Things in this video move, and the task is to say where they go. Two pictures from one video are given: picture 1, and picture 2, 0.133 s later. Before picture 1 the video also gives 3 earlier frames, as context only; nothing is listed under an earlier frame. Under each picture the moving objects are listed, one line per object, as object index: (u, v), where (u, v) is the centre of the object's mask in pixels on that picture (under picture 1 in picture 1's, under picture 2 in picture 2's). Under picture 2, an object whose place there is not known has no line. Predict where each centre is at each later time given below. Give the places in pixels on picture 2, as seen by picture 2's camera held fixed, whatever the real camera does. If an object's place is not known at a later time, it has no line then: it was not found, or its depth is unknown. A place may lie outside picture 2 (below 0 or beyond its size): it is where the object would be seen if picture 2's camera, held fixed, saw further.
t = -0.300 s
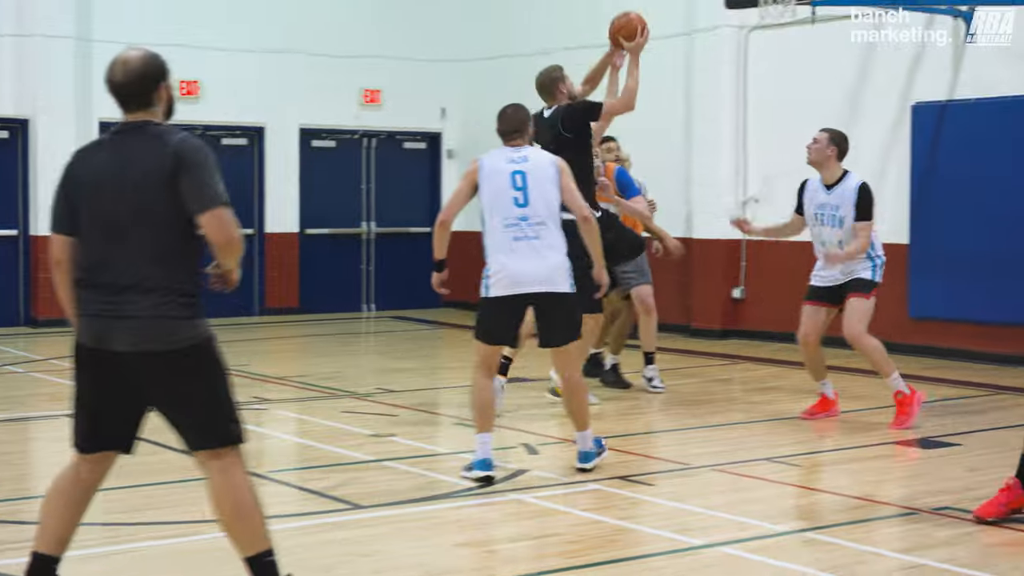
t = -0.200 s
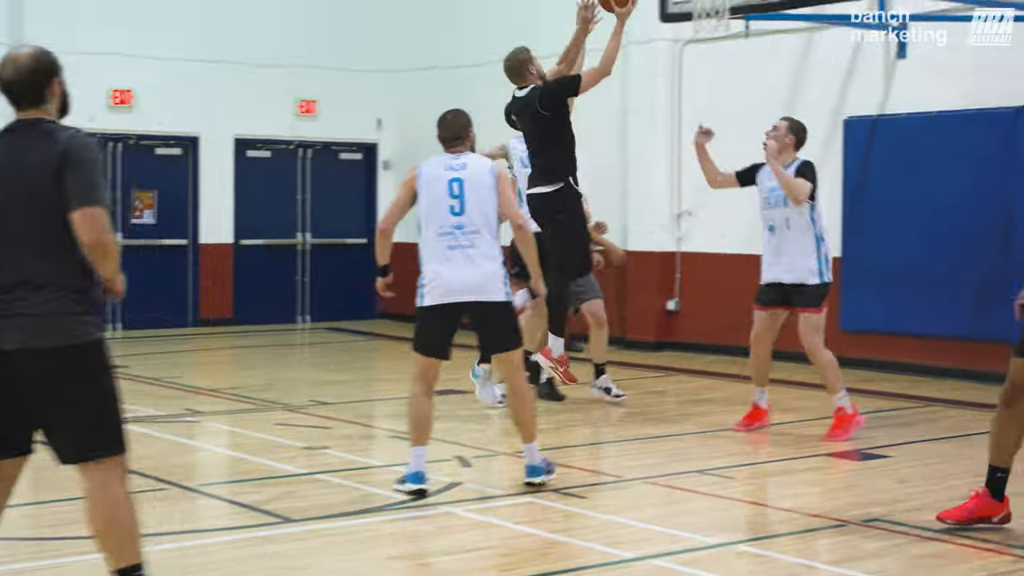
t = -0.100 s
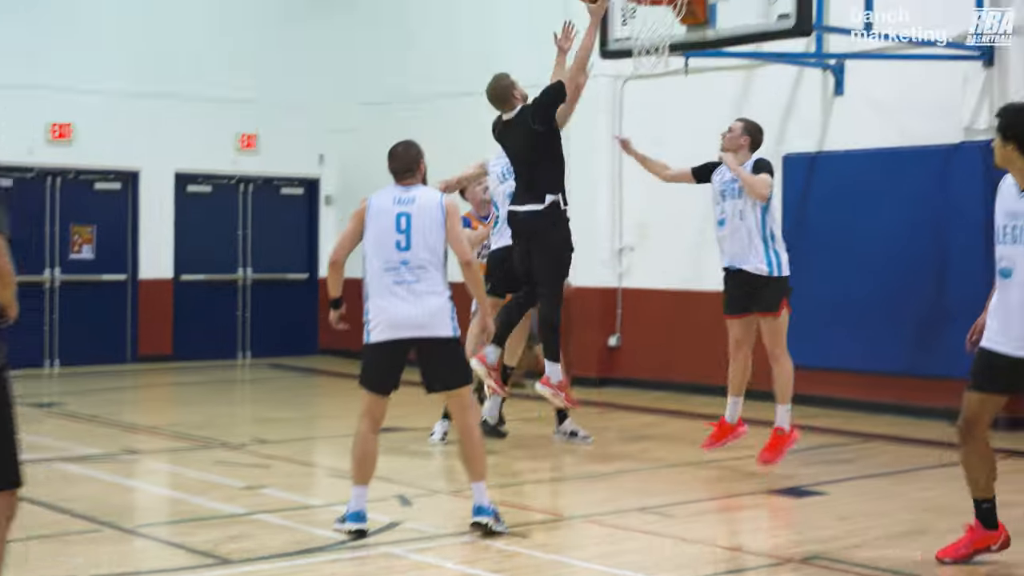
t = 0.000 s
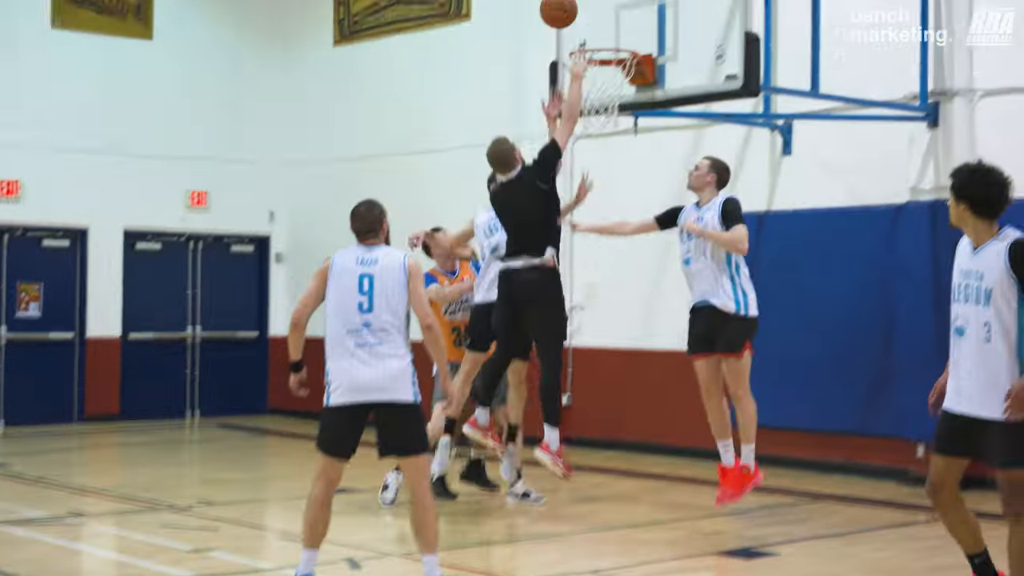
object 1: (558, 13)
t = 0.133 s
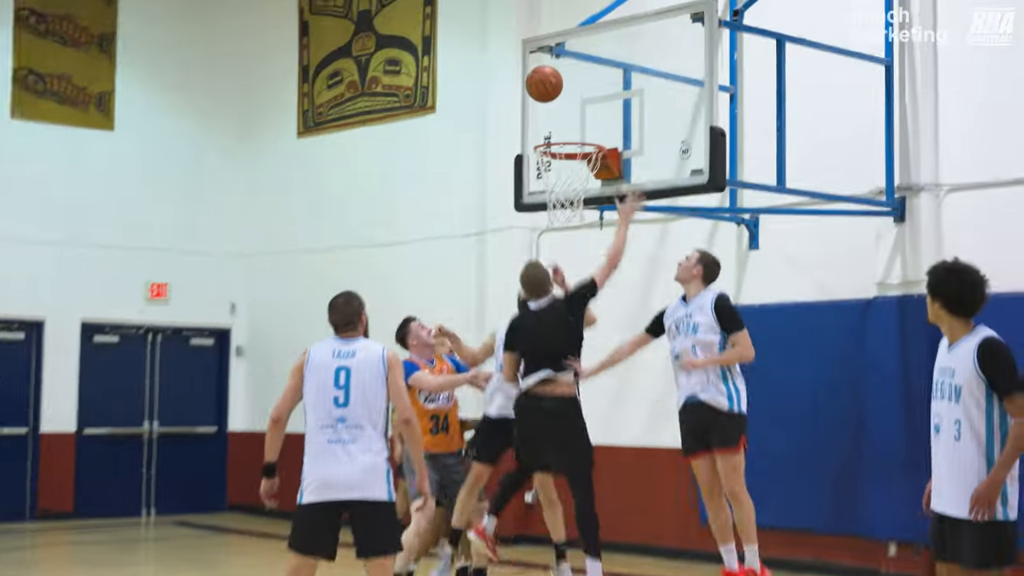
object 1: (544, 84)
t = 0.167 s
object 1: (549, 83)
